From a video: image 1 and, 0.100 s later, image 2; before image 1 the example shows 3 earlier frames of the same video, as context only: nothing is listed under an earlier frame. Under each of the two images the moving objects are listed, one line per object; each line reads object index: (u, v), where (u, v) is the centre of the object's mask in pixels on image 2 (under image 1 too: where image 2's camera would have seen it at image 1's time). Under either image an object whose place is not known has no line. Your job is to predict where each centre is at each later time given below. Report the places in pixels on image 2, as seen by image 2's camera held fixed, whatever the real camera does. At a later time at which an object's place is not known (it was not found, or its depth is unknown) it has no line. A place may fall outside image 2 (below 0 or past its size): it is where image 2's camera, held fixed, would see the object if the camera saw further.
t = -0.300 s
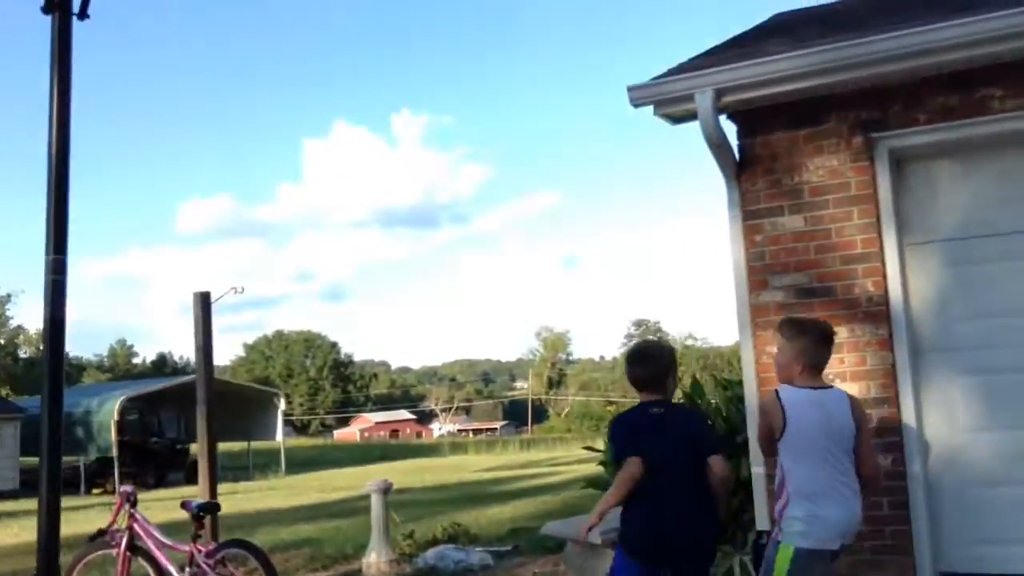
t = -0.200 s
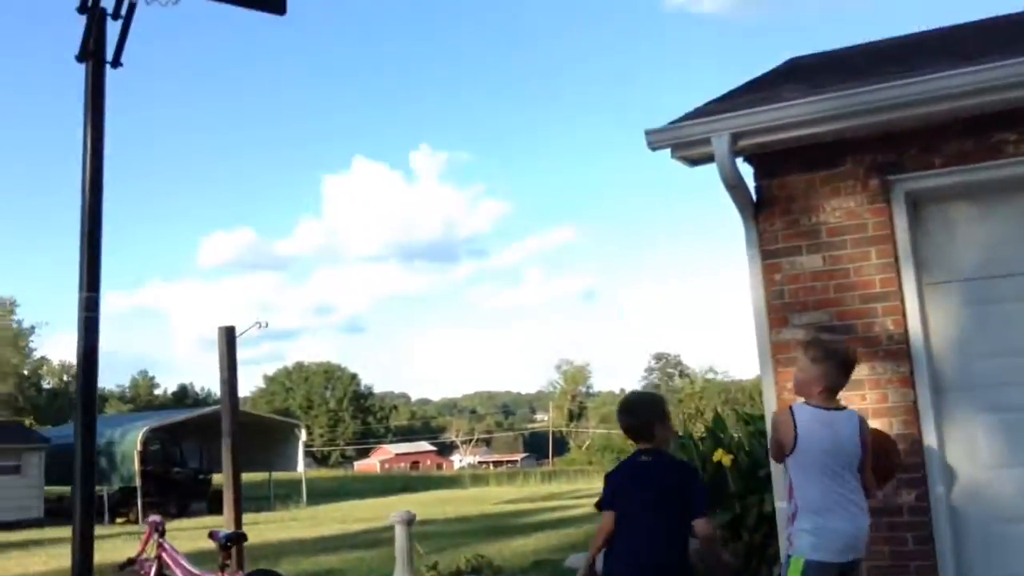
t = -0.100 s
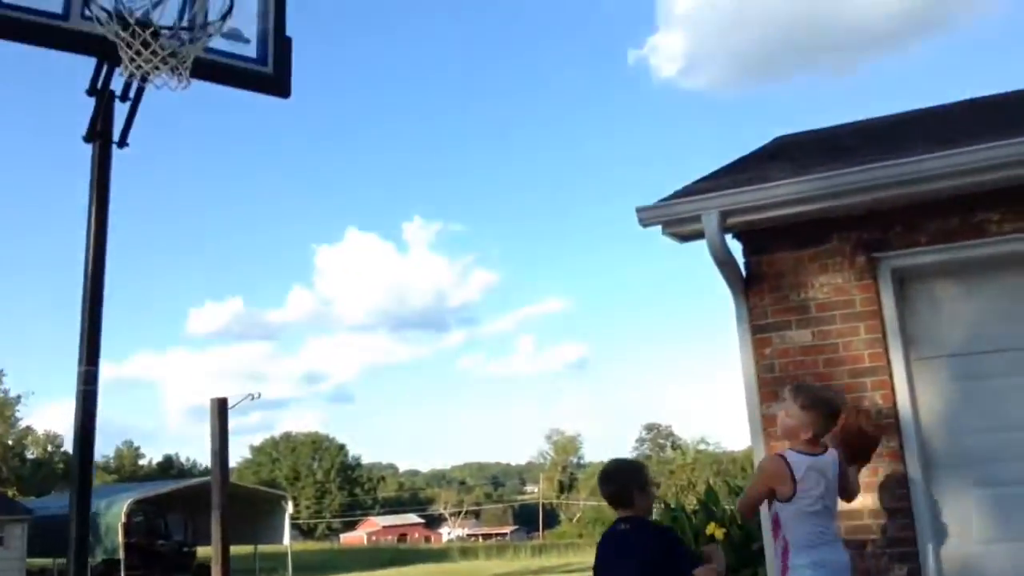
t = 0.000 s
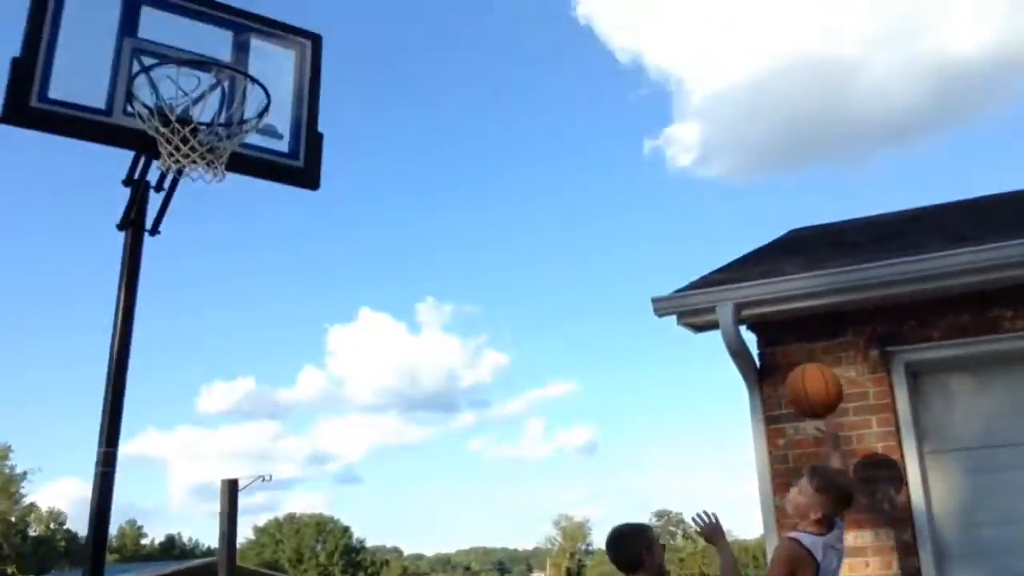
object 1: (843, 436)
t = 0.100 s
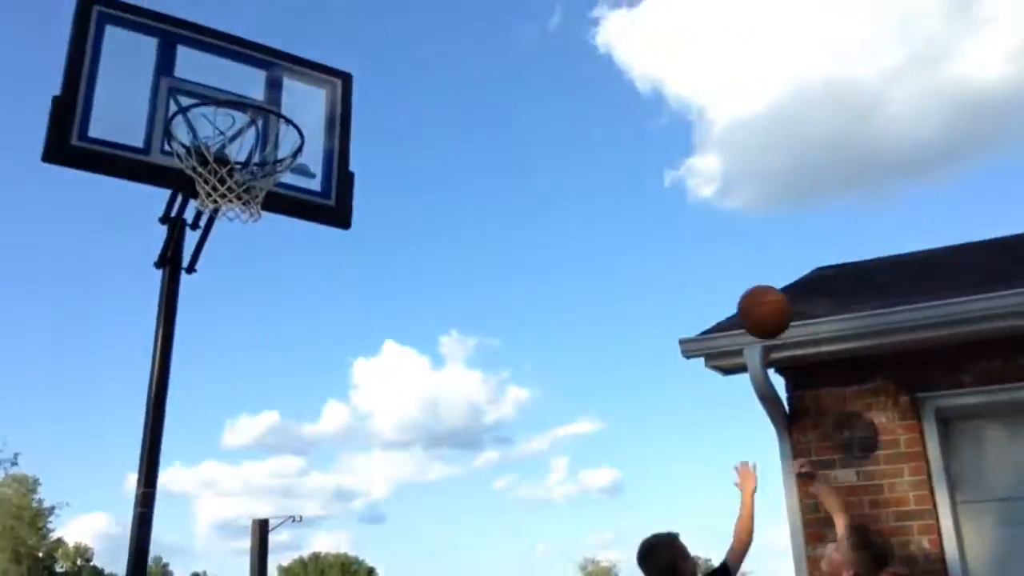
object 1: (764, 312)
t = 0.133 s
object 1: (739, 276)
